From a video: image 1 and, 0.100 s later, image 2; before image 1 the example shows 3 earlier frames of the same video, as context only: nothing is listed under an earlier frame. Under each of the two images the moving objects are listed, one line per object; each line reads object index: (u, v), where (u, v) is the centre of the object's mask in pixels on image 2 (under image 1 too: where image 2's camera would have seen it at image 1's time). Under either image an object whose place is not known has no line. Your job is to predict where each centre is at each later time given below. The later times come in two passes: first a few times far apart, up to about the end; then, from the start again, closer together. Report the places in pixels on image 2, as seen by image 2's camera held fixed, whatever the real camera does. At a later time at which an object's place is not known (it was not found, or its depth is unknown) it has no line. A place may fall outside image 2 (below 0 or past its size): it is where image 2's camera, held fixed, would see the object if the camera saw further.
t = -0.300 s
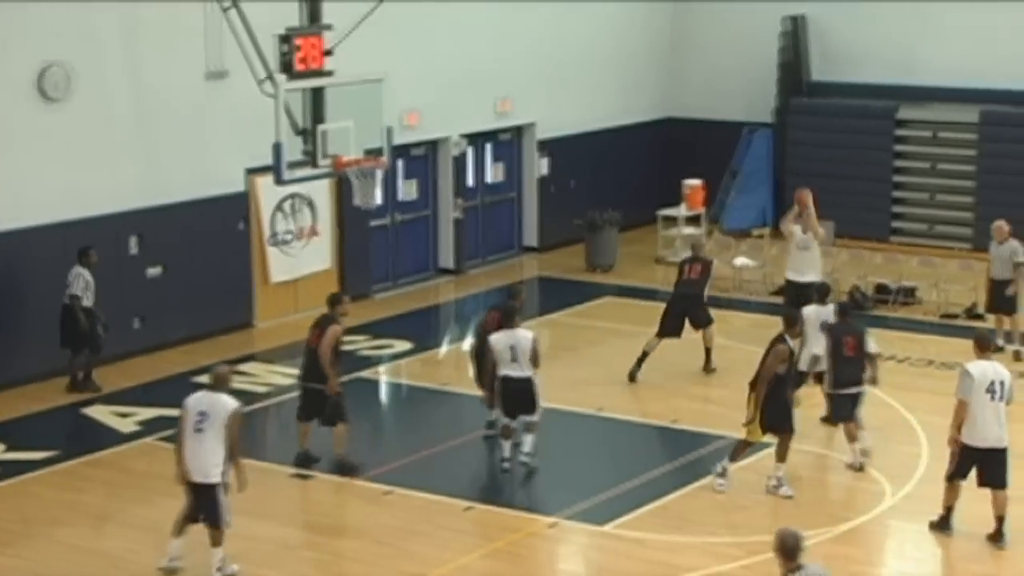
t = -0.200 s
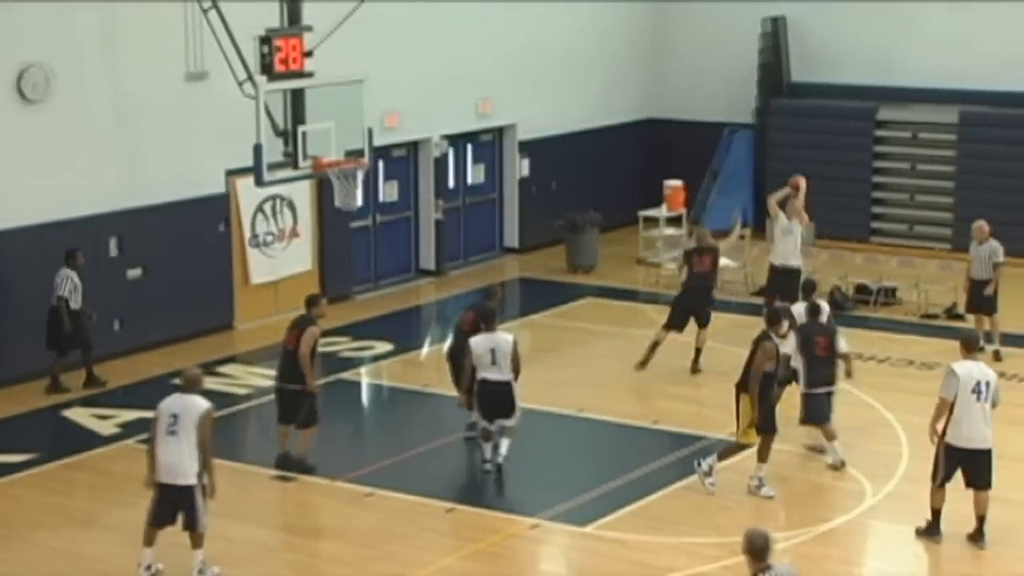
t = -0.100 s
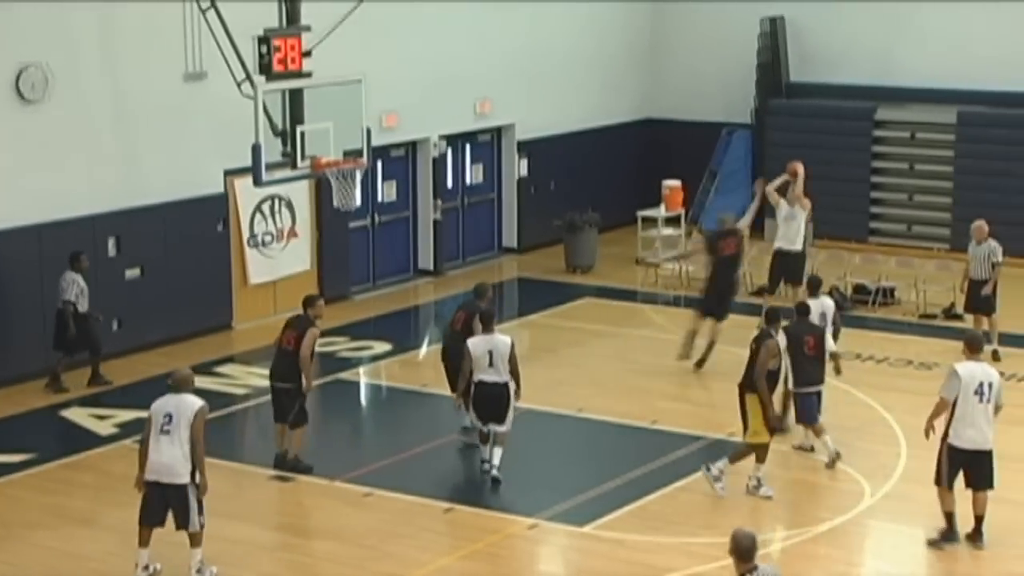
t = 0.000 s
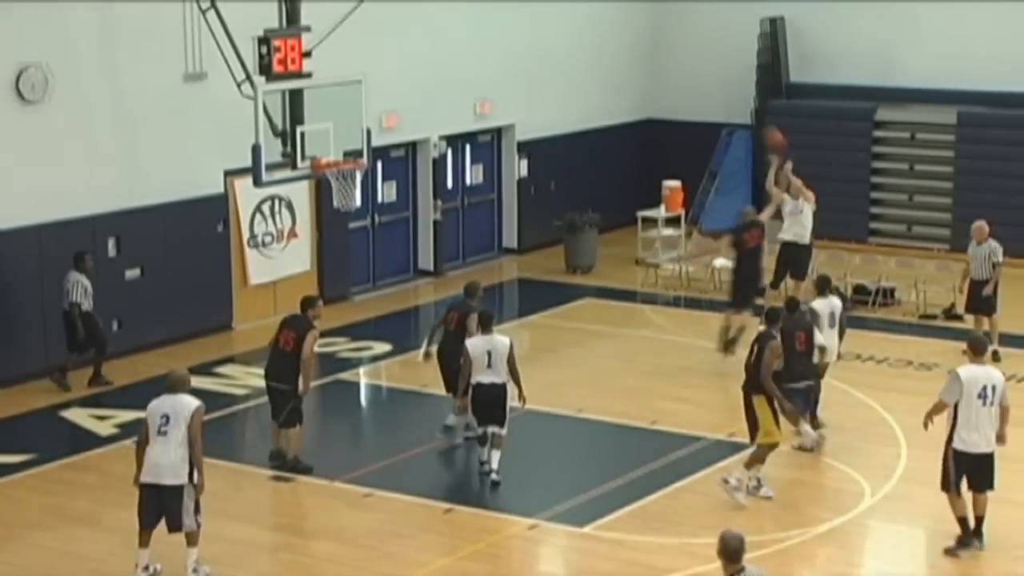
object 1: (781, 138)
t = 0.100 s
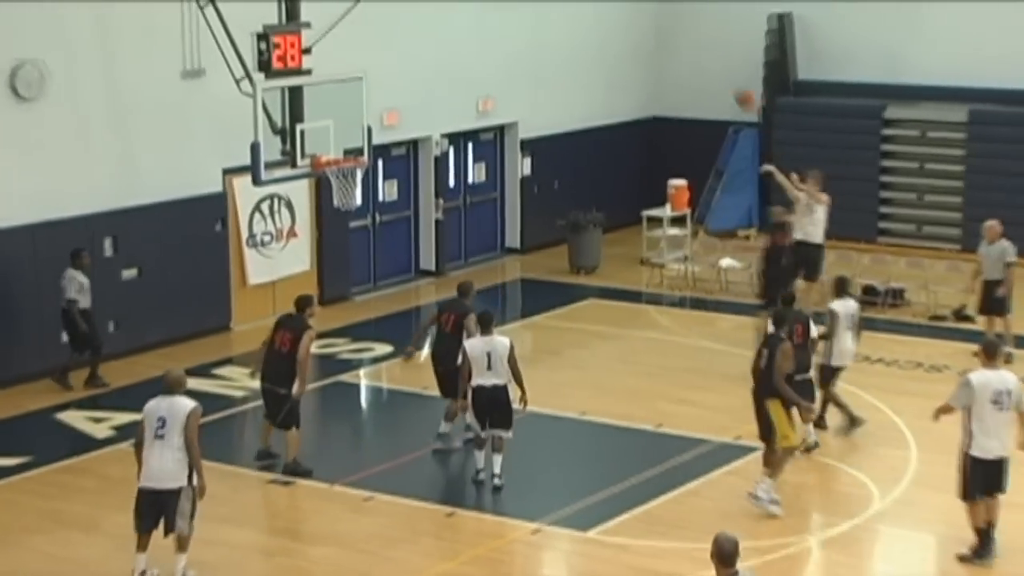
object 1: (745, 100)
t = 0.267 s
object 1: (682, 49)
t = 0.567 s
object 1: (562, 14)
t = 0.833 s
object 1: (448, 45)
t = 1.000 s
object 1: (377, 96)
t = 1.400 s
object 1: (392, 126)
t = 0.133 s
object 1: (733, 88)
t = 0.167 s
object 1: (721, 76)
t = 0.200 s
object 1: (708, 66)
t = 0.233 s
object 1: (695, 57)
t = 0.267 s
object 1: (682, 49)
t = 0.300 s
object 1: (670, 42)
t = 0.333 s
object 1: (657, 35)
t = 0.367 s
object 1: (644, 29)
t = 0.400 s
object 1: (630, 24)
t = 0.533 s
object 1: (575, 14)
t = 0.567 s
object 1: (562, 14)
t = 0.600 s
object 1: (547, 15)
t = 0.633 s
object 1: (534, 16)
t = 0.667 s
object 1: (520, 19)
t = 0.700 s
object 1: (506, 22)
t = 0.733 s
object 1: (492, 26)
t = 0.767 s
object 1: (477, 32)
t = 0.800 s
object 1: (463, 38)
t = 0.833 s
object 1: (448, 45)
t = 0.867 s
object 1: (434, 54)
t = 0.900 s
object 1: (420, 63)
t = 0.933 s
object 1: (405, 73)
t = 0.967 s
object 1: (390, 84)
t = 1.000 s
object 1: (377, 96)
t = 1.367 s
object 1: (383, 130)
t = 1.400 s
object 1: (392, 126)
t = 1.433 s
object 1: (402, 124)
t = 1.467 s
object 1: (412, 123)
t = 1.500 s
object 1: (422, 123)
